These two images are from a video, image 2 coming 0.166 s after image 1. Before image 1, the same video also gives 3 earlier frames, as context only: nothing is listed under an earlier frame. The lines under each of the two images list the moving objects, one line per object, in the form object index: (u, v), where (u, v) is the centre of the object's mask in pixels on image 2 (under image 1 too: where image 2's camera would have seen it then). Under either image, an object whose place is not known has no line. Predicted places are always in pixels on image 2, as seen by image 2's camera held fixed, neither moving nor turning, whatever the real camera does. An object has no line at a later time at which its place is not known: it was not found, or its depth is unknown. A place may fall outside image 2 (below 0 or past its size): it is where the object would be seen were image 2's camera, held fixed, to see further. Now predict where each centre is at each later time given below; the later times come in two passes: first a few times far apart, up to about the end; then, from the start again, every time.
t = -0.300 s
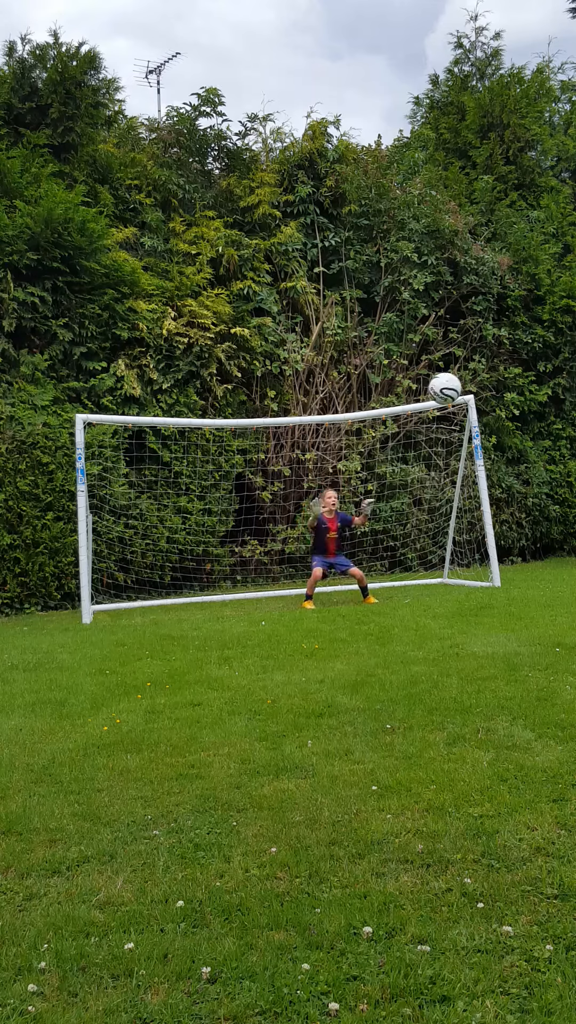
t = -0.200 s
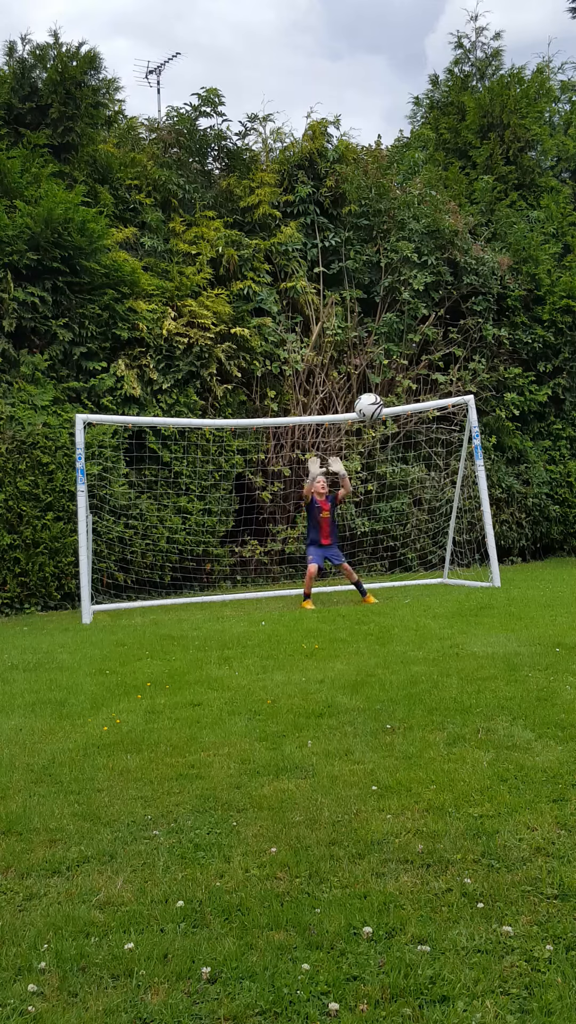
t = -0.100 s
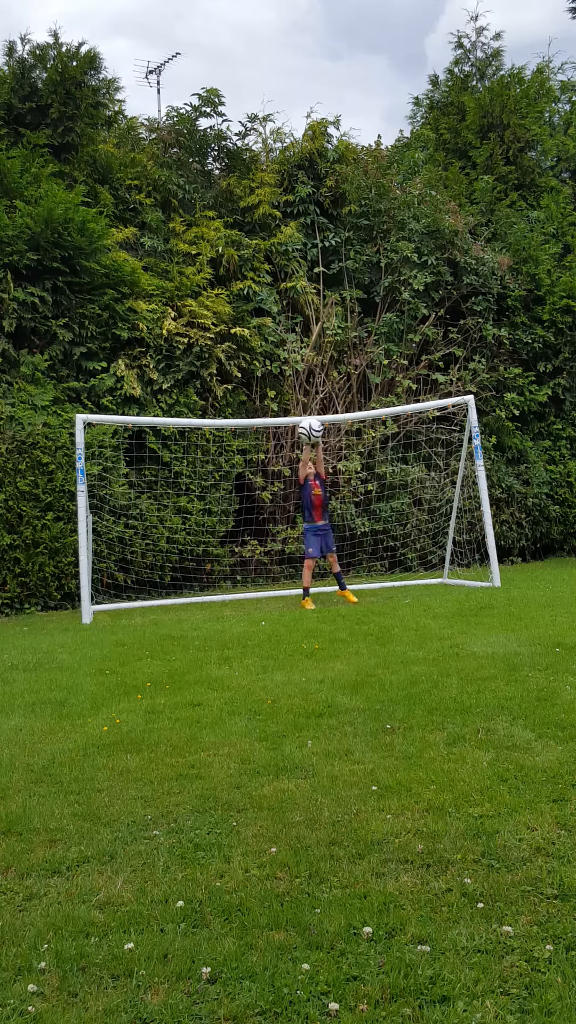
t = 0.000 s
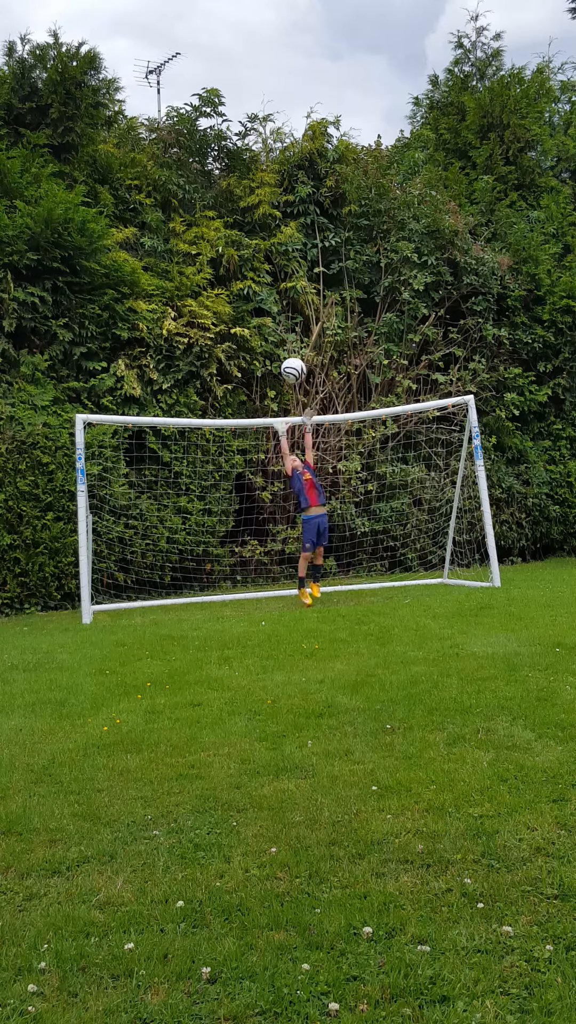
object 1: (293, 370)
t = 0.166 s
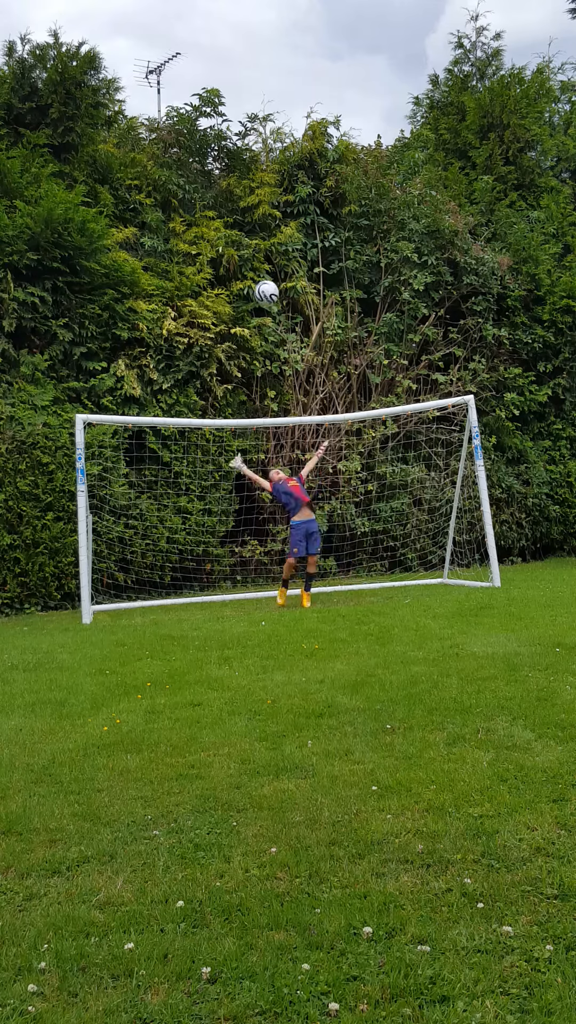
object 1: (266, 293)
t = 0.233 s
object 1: (256, 271)
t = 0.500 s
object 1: (219, 234)
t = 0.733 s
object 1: (188, 268)
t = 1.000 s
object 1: (158, 376)
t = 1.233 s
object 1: (137, 411)
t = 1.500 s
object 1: (120, 481)
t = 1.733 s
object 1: (107, 588)
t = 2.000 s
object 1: (97, 560)
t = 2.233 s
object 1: (96, 576)
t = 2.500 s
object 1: (94, 591)
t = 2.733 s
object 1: (77, 601)
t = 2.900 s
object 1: (75, 603)
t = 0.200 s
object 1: (261, 281)
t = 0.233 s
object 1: (256, 271)
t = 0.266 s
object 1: (251, 262)
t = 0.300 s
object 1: (246, 254)
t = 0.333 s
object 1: (242, 248)
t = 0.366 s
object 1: (237, 242)
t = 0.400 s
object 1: (233, 239)
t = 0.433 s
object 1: (228, 236)
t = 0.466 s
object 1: (223, 234)
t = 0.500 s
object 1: (219, 234)
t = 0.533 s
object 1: (214, 236)
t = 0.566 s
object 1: (210, 237)
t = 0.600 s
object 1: (206, 240)
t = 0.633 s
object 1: (201, 246)
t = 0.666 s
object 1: (197, 253)
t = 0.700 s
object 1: (193, 260)
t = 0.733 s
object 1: (188, 268)
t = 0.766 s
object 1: (184, 277)
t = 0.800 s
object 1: (180, 288)
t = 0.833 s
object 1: (176, 299)
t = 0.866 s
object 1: (173, 312)
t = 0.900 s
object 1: (169, 327)
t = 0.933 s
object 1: (165, 342)
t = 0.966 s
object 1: (161, 359)
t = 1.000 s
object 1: (158, 376)
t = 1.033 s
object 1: (155, 394)
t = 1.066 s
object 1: (151, 409)
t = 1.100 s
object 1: (148, 409)
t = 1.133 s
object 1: (146, 409)
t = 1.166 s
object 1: (143, 409)
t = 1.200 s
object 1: (141, 410)
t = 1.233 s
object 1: (137, 411)
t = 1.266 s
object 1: (135, 424)
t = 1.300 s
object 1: (133, 431)
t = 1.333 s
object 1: (130, 435)
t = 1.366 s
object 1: (128, 442)
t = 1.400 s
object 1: (126, 450)
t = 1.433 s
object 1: (123, 460)
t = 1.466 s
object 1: (122, 470)
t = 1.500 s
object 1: (120, 481)
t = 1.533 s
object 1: (118, 494)
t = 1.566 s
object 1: (116, 508)
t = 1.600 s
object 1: (114, 522)
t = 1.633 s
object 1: (112, 538)
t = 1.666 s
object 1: (110, 553)
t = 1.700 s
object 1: (109, 570)
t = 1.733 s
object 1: (107, 588)
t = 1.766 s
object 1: (105, 599)
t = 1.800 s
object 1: (103, 592)
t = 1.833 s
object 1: (101, 582)
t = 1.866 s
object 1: (99, 576)
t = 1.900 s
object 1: (98, 570)
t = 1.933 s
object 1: (98, 564)
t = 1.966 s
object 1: (97, 562)
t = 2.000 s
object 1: (97, 560)
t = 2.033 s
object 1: (97, 558)
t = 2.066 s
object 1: (96, 558)
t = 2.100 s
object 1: (96, 559)
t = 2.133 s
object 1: (96, 563)
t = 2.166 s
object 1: (96, 566)
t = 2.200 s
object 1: (96, 571)
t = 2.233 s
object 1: (96, 576)
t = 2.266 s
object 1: (96, 582)
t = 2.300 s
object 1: (96, 589)
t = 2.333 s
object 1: (96, 597)
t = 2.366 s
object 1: (96, 598)
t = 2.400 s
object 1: (95, 596)
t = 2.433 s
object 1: (95, 594)
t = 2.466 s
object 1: (94, 591)
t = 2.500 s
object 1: (94, 591)
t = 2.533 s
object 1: (94, 592)
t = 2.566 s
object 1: (93, 593)
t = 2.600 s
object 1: (93, 594)
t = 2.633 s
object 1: (78, 597)
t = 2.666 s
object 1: (78, 599)
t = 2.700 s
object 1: (77, 603)
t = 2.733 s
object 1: (77, 601)
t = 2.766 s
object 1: (76, 600)
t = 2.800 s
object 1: (76, 601)
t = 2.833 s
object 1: (75, 601)
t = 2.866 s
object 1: (75, 602)
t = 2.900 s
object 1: (75, 603)
